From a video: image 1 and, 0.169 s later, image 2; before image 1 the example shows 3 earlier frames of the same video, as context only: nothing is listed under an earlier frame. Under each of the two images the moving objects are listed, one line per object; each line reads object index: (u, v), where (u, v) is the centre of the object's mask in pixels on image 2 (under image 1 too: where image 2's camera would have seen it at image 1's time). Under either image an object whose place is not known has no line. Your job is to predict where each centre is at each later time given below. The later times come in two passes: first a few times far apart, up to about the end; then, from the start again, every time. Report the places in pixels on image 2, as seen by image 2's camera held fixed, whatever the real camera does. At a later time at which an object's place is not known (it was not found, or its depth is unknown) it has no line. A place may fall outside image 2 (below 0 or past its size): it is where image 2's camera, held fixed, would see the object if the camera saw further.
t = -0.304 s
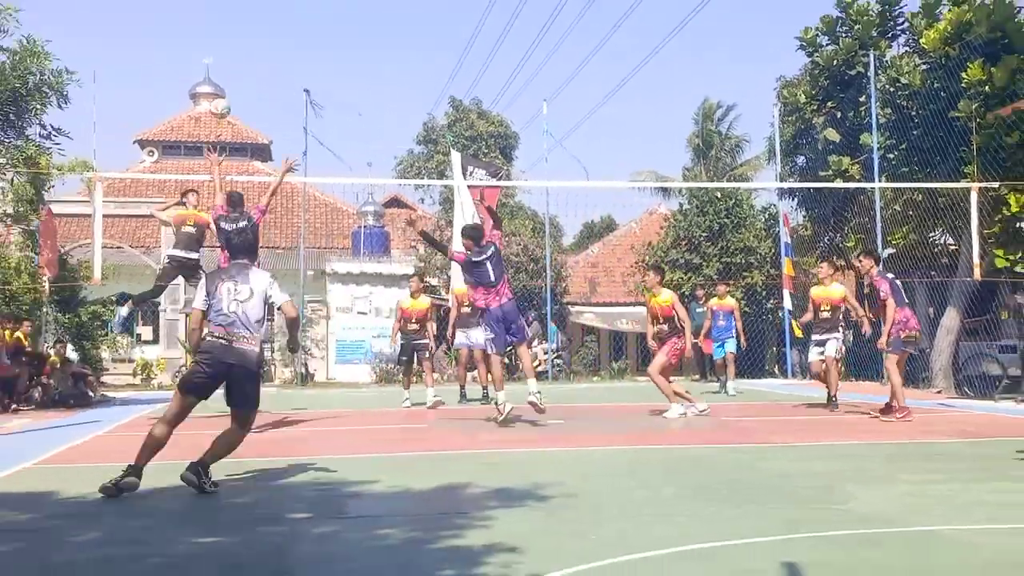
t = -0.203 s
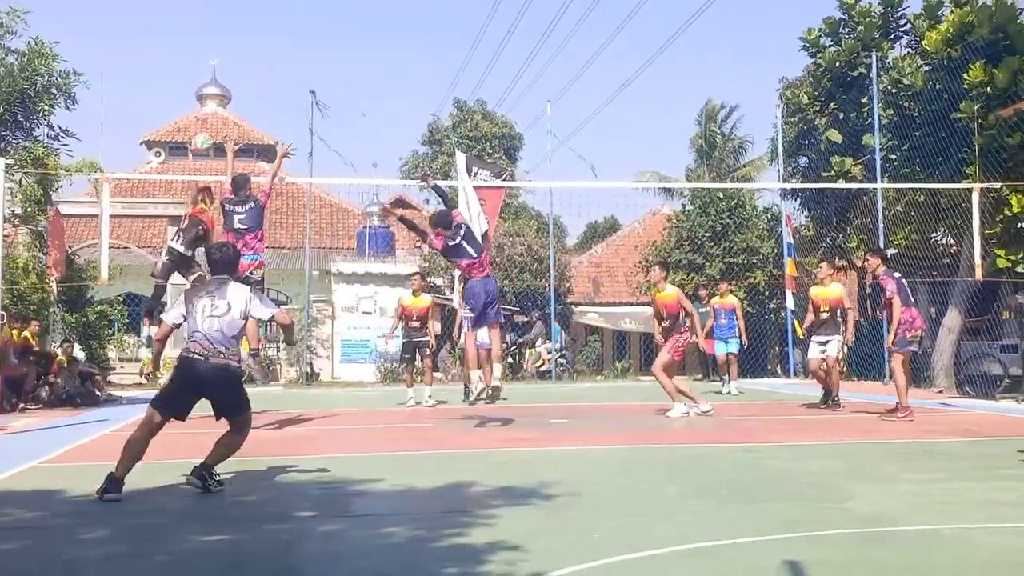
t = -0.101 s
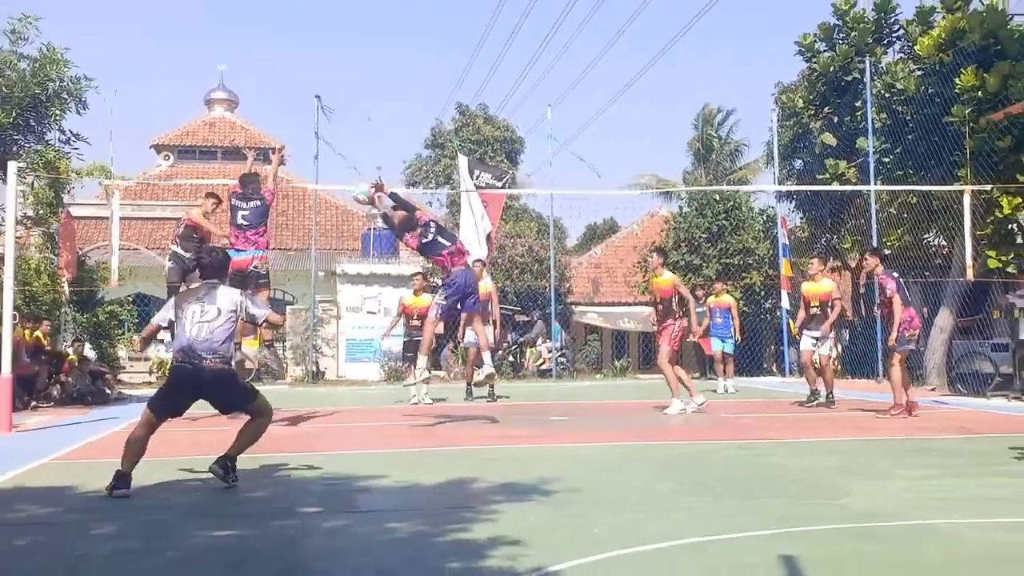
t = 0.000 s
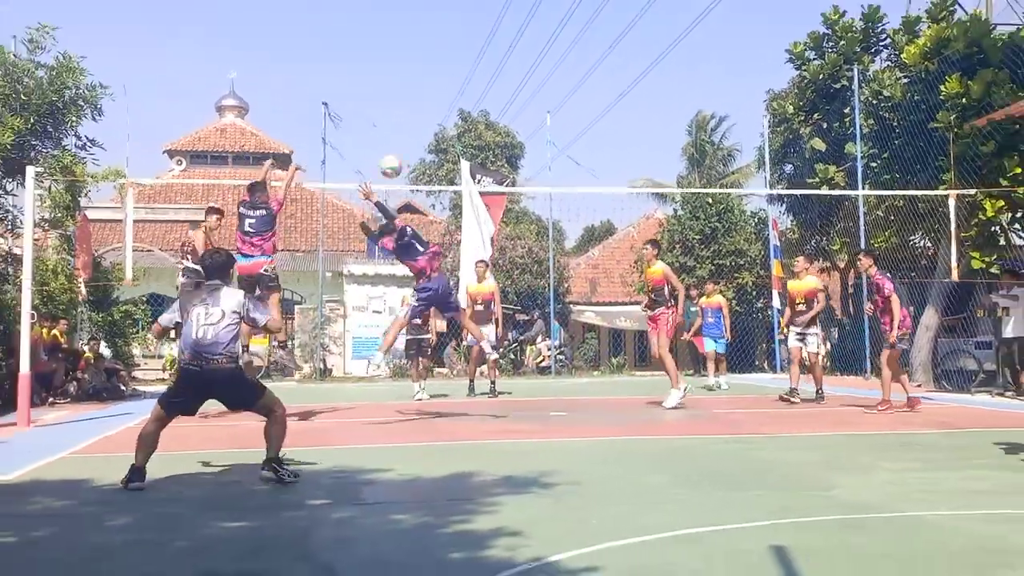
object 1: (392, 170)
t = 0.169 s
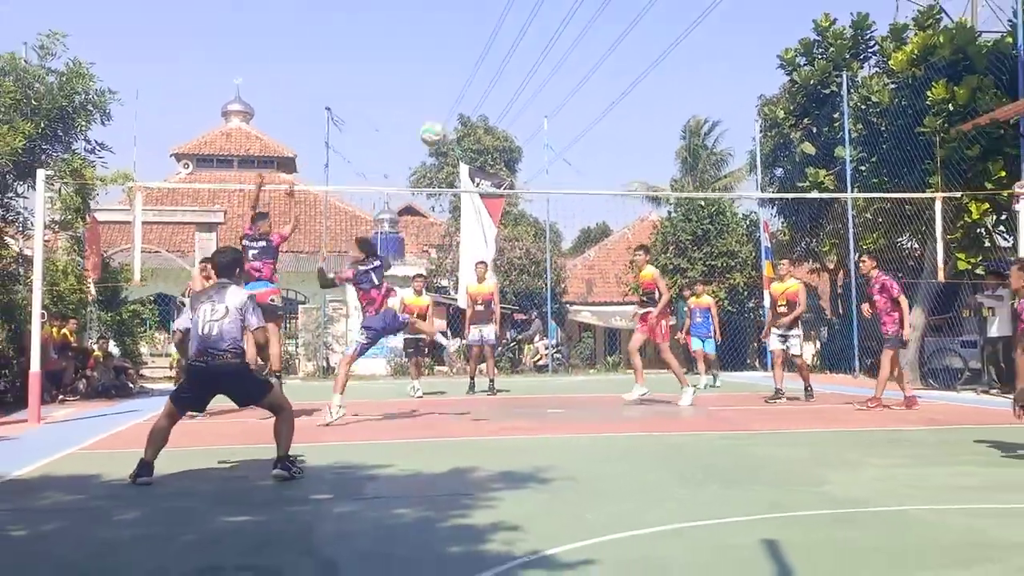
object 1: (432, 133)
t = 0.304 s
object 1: (475, 125)
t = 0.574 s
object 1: (604, 203)
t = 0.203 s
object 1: (442, 129)
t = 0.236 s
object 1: (452, 126)
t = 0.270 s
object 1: (462, 125)
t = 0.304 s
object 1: (475, 125)
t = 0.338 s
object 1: (487, 127)
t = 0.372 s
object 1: (501, 128)
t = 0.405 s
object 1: (515, 136)
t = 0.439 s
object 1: (531, 144)
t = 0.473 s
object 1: (547, 154)
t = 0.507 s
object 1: (565, 167)
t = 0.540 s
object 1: (584, 184)
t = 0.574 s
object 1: (604, 203)
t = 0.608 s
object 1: (626, 224)
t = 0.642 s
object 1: (649, 252)
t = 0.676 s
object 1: (675, 284)
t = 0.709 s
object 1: (704, 321)
